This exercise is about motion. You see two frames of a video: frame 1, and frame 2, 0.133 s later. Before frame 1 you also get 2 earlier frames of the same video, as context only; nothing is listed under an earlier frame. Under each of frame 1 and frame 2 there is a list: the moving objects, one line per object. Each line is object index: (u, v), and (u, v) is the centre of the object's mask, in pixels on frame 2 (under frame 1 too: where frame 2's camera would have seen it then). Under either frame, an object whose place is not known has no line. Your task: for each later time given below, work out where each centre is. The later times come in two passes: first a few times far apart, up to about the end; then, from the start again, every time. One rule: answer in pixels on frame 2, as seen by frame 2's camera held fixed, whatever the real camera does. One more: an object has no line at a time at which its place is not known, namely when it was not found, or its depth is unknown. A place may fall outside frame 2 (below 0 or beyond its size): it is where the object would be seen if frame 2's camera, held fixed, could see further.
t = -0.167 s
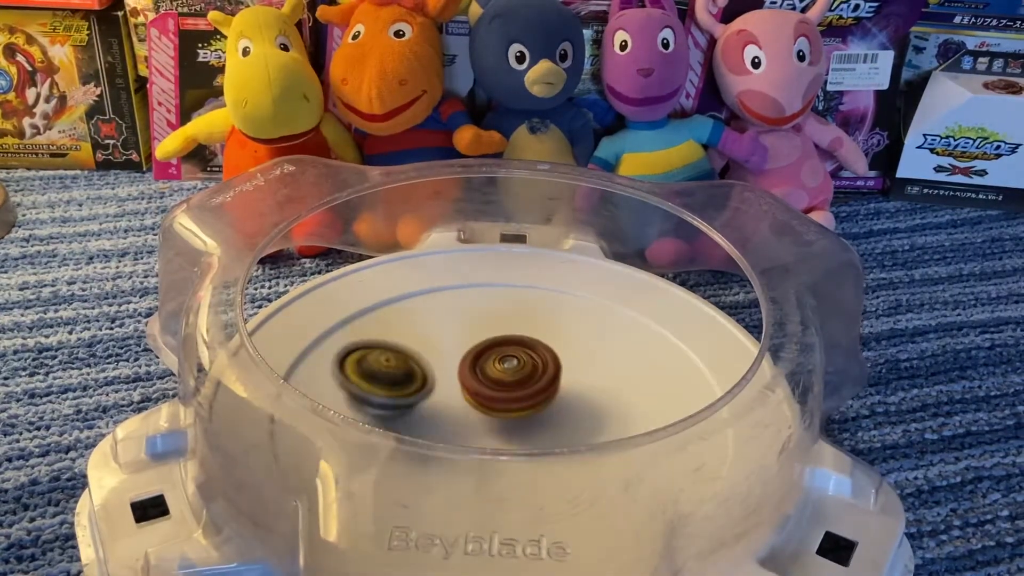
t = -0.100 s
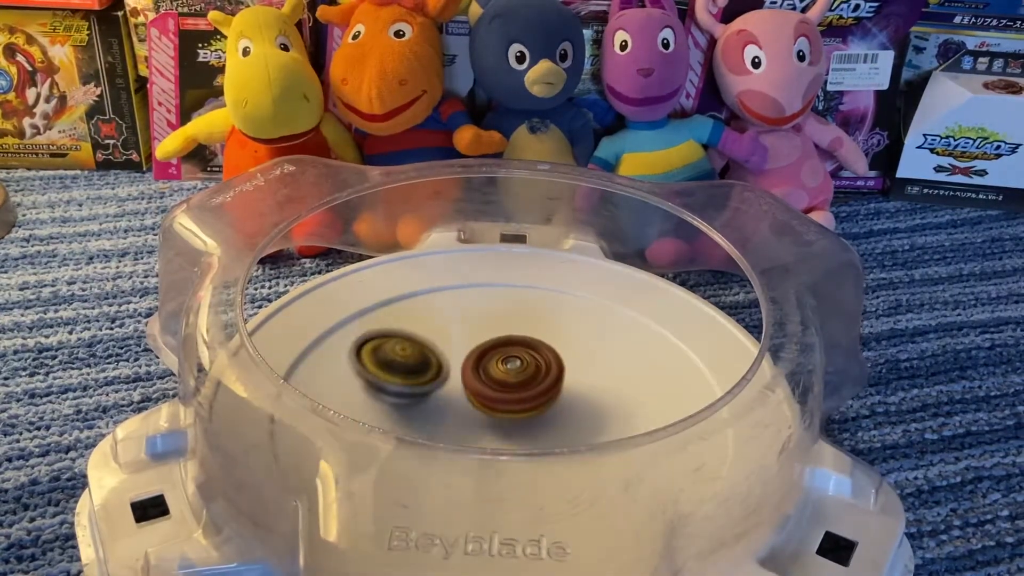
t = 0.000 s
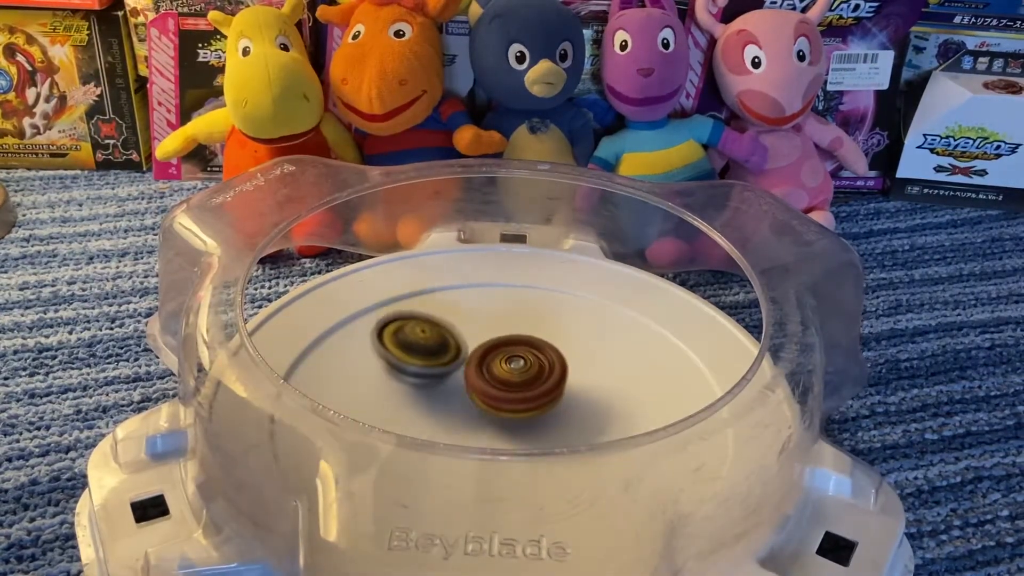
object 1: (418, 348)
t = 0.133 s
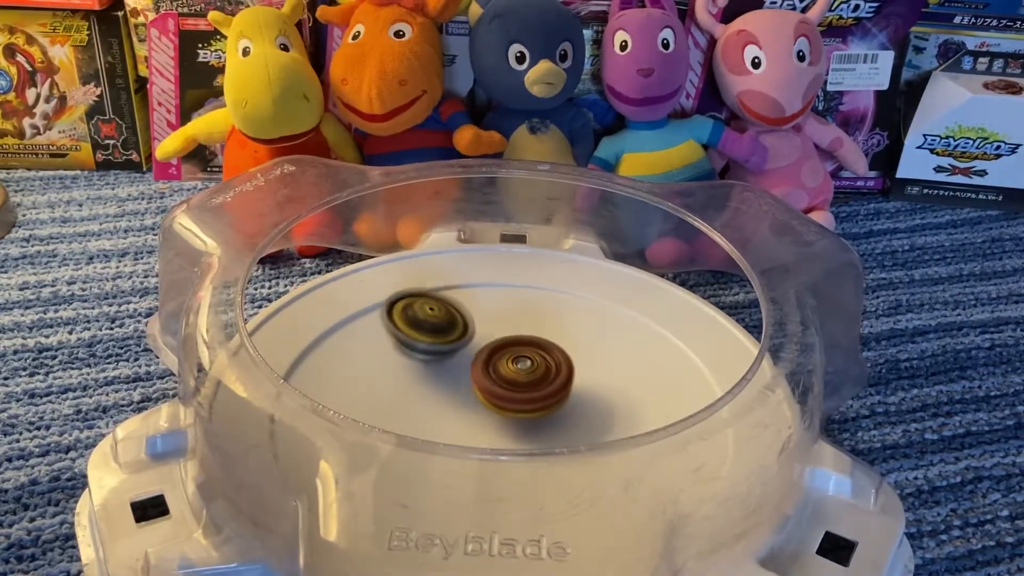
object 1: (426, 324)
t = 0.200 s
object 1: (427, 318)
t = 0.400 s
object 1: (422, 322)
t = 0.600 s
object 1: (377, 311)
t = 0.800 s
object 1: (399, 357)
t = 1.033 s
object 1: (468, 350)
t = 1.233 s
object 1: (509, 322)
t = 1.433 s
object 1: (485, 301)
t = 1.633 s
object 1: (459, 340)
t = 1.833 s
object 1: (536, 364)
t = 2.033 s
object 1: (601, 335)
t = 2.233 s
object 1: (551, 303)
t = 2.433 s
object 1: (478, 337)
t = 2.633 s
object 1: (471, 327)
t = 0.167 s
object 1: (427, 321)
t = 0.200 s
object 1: (427, 318)
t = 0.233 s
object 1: (426, 317)
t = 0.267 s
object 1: (425, 316)
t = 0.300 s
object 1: (424, 317)
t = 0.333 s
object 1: (423, 318)
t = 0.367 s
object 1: (422, 320)
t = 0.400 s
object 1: (422, 322)
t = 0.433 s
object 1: (421, 325)
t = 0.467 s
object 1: (415, 322)
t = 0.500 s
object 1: (406, 317)
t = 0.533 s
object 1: (396, 314)
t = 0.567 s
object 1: (387, 311)
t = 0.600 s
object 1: (377, 311)
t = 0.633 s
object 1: (370, 314)
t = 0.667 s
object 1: (365, 320)
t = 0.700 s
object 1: (365, 329)
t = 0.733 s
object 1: (371, 339)
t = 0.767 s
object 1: (384, 350)
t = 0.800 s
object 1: (399, 357)
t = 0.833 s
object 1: (398, 355)
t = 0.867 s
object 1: (403, 355)
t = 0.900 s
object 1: (413, 356)
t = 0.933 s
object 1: (427, 356)
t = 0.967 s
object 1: (442, 355)
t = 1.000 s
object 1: (456, 353)
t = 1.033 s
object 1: (468, 350)
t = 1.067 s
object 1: (480, 346)
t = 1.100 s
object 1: (490, 340)
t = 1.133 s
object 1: (497, 336)
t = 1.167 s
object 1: (503, 331)
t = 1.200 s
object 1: (507, 326)
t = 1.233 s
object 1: (509, 322)
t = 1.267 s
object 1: (509, 318)
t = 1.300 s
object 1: (508, 314)
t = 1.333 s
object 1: (504, 310)
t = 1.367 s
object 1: (499, 306)
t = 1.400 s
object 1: (493, 302)
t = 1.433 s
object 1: (485, 301)
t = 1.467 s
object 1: (476, 301)
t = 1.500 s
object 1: (469, 302)
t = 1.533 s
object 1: (462, 309)
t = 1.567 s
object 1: (457, 316)
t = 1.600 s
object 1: (456, 329)
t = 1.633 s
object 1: (459, 340)
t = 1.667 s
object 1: (464, 346)
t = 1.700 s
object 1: (471, 351)
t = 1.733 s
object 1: (481, 356)
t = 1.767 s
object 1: (497, 361)
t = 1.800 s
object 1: (515, 364)
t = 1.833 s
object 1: (536, 364)
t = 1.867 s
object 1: (555, 362)
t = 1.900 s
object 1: (571, 358)
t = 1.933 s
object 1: (585, 354)
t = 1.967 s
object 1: (594, 348)
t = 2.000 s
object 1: (599, 342)
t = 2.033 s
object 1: (601, 335)
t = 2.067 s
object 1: (600, 329)
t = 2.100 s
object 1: (596, 322)
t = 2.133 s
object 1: (589, 315)
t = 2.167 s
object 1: (580, 309)
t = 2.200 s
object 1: (567, 306)
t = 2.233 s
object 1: (551, 303)
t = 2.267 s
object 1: (535, 305)
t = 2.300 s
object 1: (517, 312)
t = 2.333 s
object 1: (501, 319)
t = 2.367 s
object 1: (492, 322)
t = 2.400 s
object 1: (484, 329)
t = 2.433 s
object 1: (478, 337)
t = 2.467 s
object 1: (474, 347)
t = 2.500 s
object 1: (475, 349)
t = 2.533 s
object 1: (476, 338)
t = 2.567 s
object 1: (476, 331)
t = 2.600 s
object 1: (474, 327)
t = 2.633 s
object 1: (471, 327)
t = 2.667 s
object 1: (467, 327)
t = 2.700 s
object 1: (464, 330)
